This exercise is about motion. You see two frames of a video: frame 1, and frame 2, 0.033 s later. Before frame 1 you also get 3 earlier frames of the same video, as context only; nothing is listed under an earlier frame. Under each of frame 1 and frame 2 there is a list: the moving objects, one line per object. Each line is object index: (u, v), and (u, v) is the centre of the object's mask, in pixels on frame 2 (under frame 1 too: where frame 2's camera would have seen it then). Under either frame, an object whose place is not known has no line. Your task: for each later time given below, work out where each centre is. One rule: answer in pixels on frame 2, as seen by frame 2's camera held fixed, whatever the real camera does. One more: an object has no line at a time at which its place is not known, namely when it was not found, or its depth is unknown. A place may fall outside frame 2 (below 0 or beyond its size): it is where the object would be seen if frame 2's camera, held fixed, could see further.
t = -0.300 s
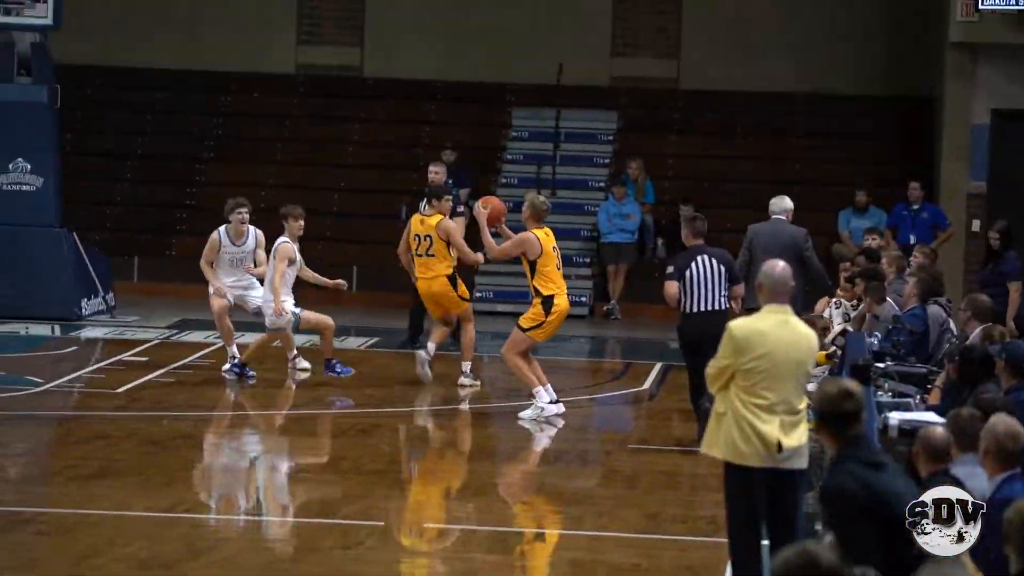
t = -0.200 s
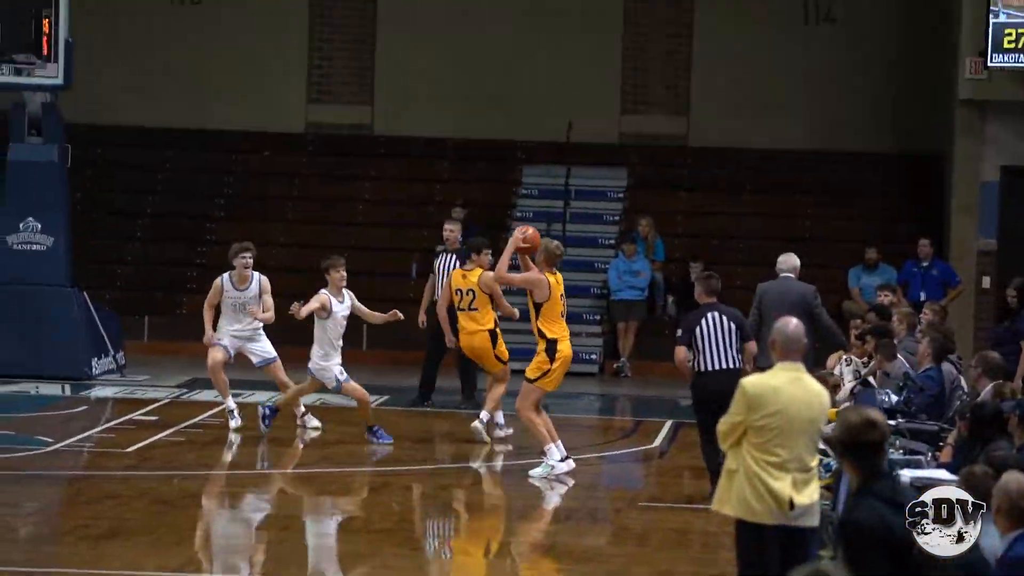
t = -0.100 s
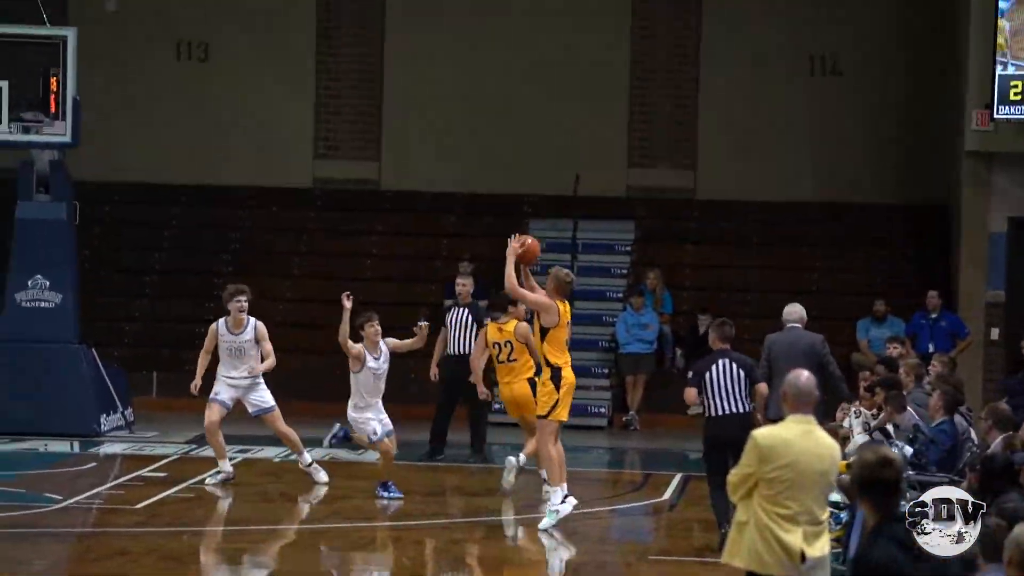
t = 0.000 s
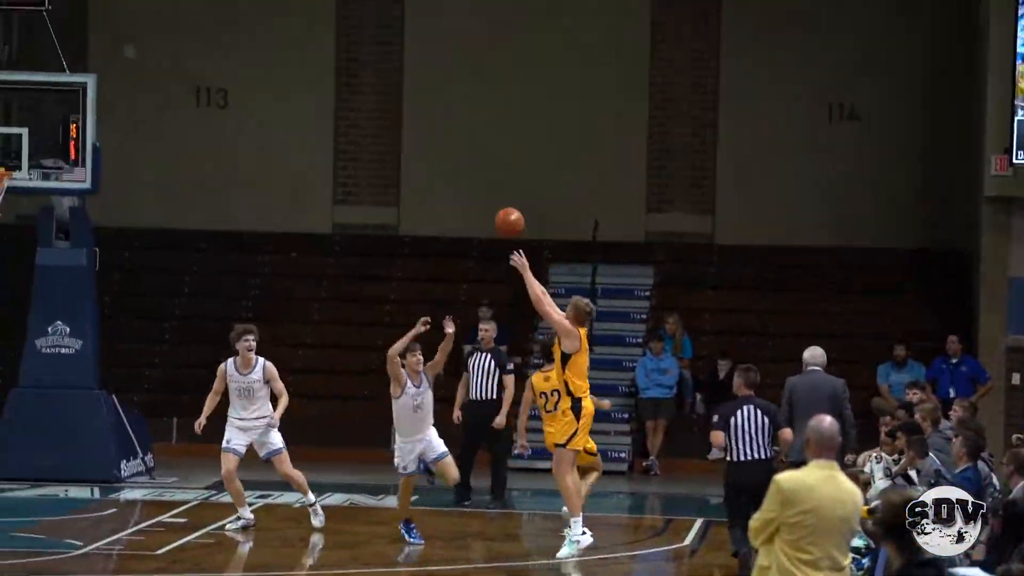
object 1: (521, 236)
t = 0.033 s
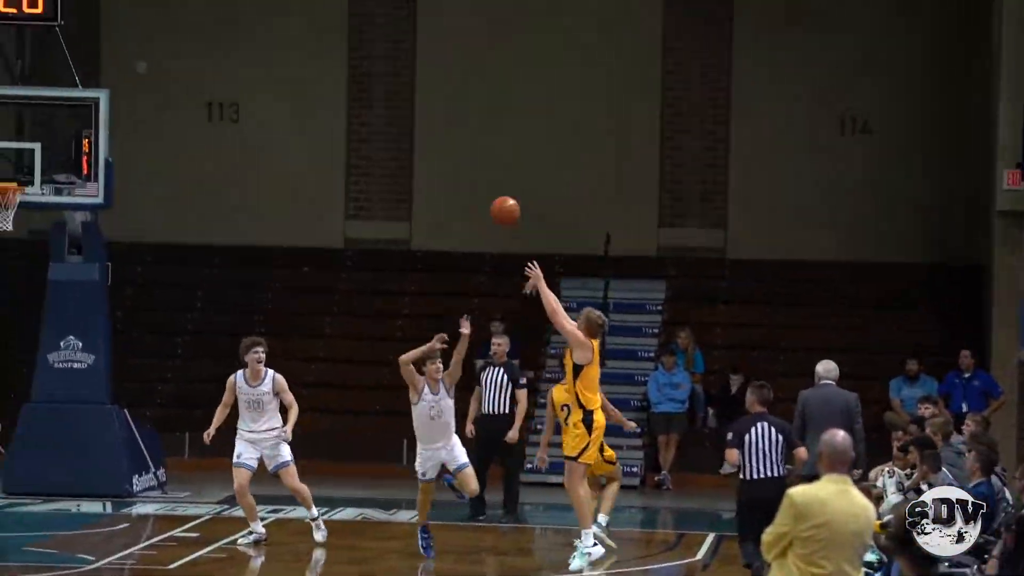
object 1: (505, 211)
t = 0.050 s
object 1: (498, 200)
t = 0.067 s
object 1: (491, 189)
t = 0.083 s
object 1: (483, 177)
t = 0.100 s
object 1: (475, 166)
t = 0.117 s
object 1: (467, 156)
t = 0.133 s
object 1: (460, 146)
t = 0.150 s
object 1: (453, 137)
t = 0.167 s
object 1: (445, 128)
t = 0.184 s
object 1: (437, 119)
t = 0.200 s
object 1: (430, 110)
